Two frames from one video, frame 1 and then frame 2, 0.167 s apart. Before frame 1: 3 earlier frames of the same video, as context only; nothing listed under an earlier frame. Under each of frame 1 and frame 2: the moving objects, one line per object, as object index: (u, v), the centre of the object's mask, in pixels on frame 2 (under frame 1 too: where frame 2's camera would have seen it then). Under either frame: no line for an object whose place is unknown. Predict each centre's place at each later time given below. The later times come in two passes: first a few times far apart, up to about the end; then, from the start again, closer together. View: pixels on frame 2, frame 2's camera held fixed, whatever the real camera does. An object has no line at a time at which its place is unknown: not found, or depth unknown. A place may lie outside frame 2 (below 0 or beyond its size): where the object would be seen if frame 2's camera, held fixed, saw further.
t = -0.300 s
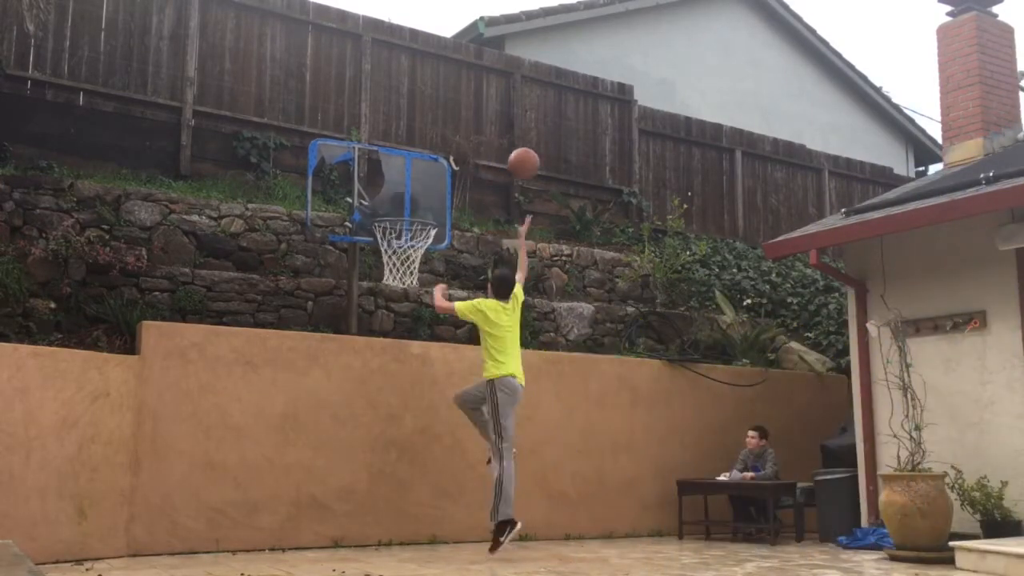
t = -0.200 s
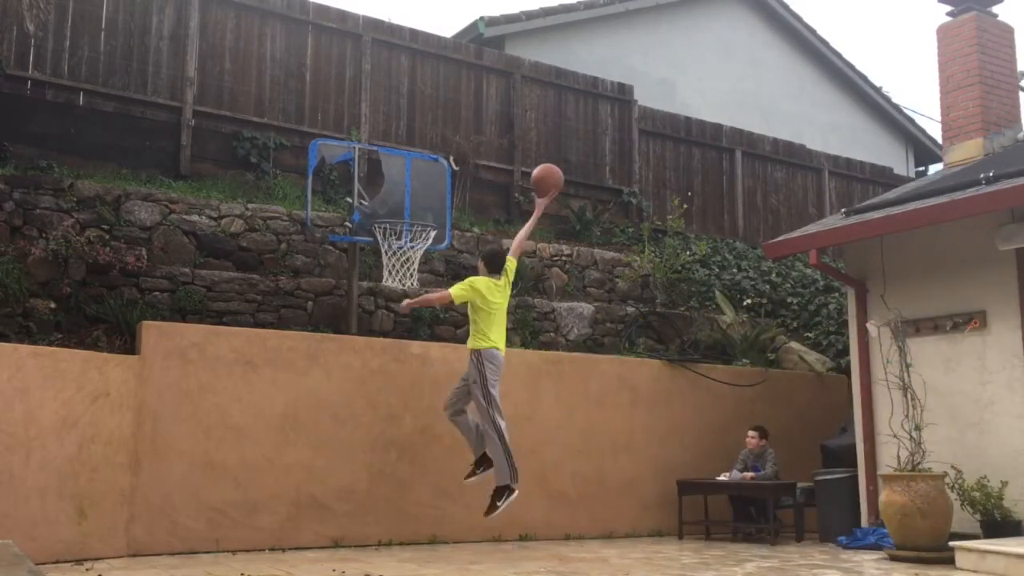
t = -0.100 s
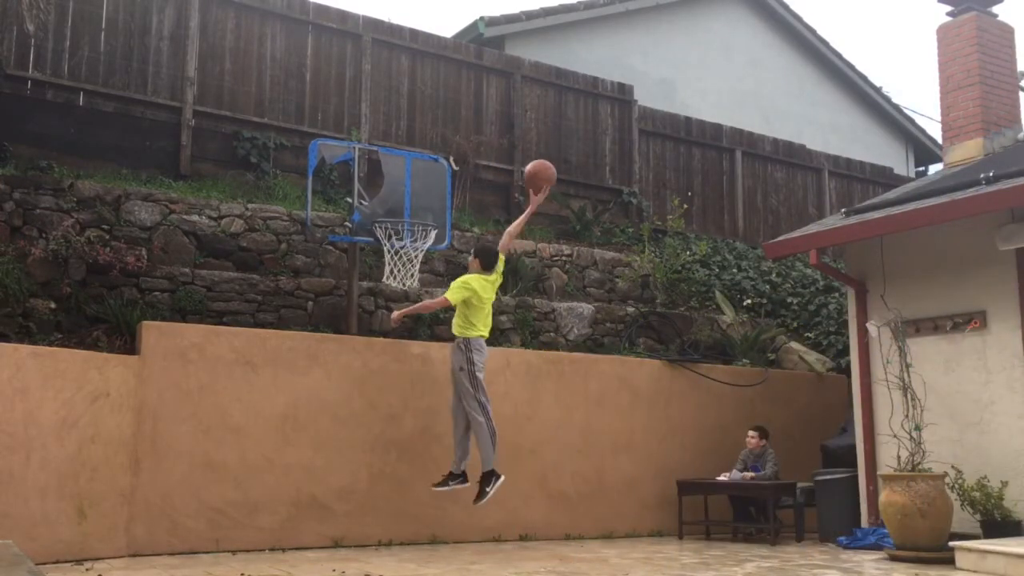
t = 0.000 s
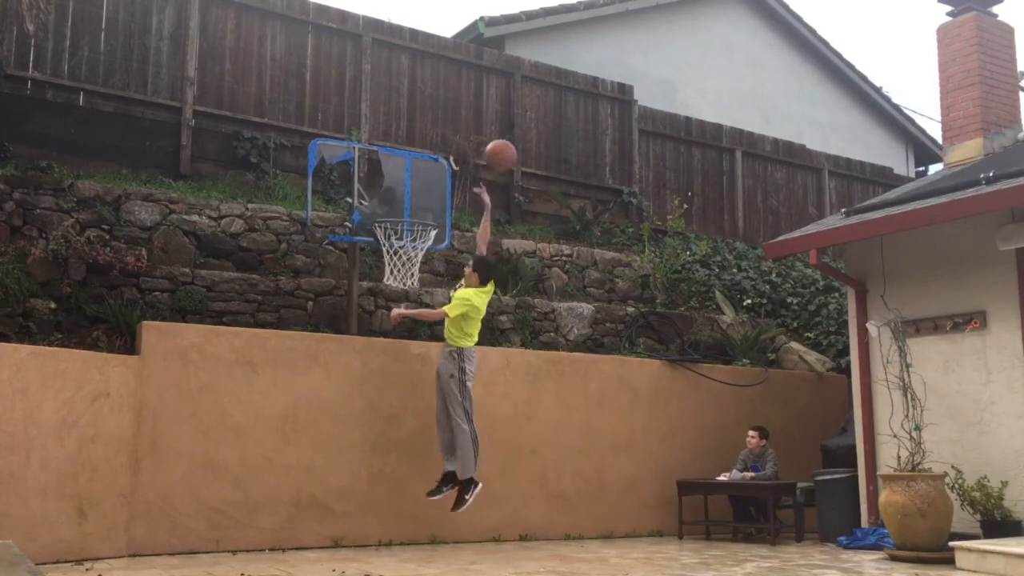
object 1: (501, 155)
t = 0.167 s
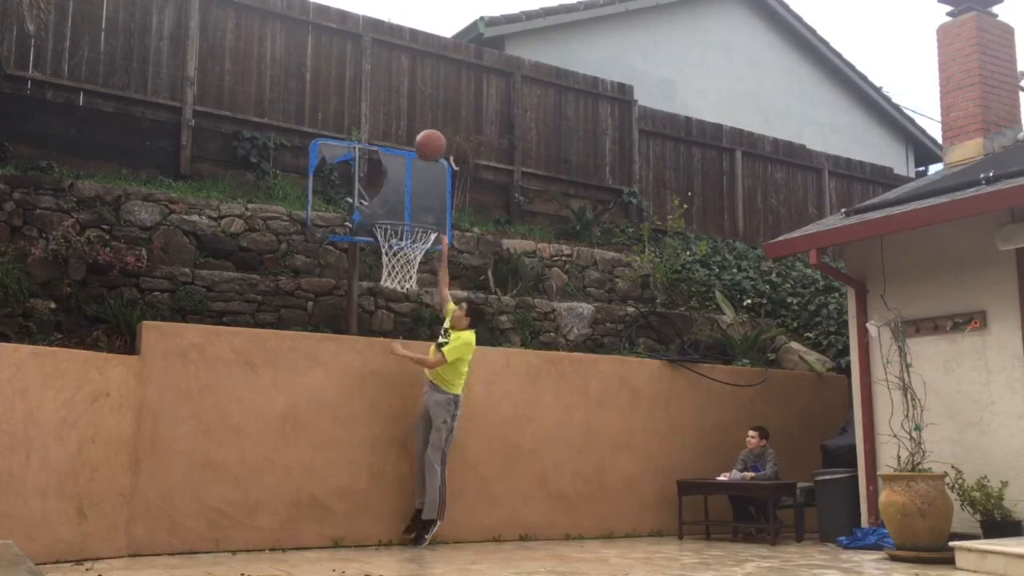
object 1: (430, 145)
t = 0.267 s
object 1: (391, 156)
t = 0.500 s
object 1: (361, 208)
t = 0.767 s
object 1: (350, 369)
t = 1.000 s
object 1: (346, 518)
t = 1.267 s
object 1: (364, 380)
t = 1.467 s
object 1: (377, 352)
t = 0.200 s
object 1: (416, 148)
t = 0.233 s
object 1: (403, 151)
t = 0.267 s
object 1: (391, 156)
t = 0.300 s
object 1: (376, 162)
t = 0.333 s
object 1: (364, 170)
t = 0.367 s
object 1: (363, 176)
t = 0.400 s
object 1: (362, 182)
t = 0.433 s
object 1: (361, 189)
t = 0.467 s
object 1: (360, 197)
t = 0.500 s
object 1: (361, 208)
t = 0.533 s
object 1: (359, 221)
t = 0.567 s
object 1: (358, 235)
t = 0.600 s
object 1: (357, 251)
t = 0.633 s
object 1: (356, 269)
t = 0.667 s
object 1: (355, 291)
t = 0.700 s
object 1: (353, 315)
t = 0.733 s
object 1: (352, 339)
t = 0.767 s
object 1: (350, 369)
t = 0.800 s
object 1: (349, 400)
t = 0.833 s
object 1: (347, 433)
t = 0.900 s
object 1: (343, 509)
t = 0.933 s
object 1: (341, 553)
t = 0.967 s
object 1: (343, 543)
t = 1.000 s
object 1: (346, 518)
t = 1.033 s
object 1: (348, 494)
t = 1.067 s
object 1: (351, 473)
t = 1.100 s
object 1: (352, 454)
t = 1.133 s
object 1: (355, 436)
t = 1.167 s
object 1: (357, 419)
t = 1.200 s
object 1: (360, 404)
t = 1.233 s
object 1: (362, 392)
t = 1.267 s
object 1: (364, 380)
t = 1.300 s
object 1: (366, 371)
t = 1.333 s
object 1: (368, 364)
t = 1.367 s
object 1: (370, 358)
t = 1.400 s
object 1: (373, 354)
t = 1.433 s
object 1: (375, 352)
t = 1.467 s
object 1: (377, 352)
